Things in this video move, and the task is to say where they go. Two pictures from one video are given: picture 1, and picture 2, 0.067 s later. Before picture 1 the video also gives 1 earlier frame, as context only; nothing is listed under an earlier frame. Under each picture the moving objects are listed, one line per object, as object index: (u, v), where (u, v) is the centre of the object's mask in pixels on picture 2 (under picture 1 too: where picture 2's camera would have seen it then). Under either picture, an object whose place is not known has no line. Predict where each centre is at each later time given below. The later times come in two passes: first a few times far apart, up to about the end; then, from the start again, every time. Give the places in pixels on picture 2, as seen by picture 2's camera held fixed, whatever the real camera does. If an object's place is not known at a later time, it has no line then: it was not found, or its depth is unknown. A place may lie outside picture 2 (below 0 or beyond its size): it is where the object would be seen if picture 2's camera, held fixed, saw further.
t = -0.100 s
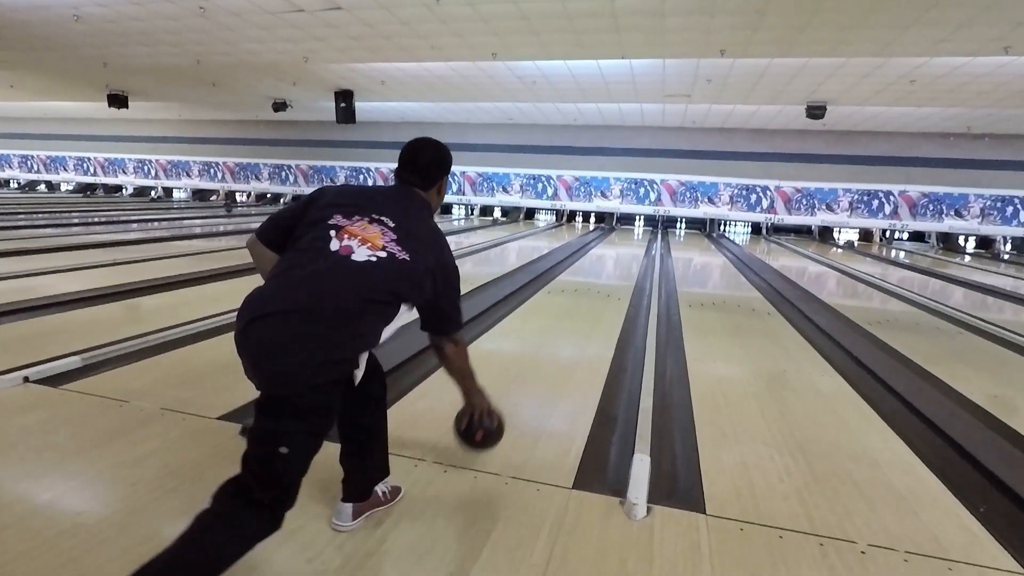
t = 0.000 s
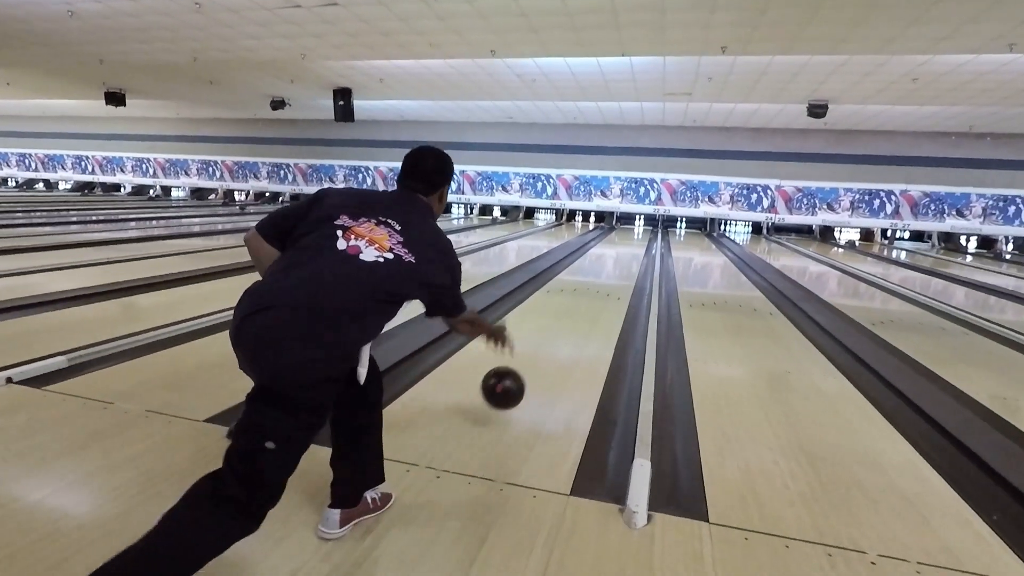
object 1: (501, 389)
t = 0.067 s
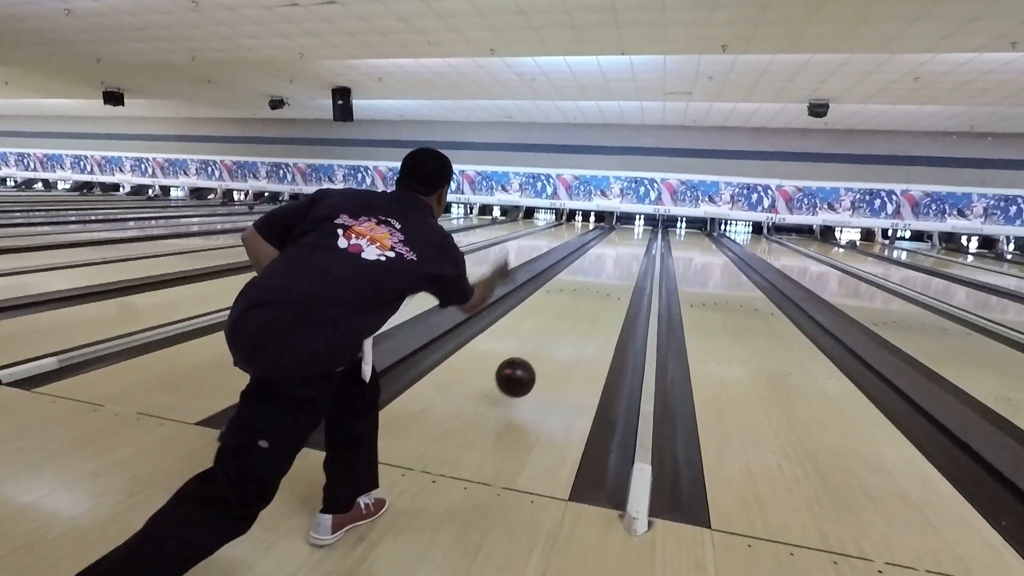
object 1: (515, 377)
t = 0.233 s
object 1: (541, 352)
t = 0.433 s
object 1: (561, 323)
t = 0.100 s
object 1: (521, 375)
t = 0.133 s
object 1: (527, 373)
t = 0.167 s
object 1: (532, 365)
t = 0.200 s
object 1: (536, 359)
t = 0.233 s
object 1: (541, 352)
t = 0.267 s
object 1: (545, 346)
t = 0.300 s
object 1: (549, 341)
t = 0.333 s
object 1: (552, 336)
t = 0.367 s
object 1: (556, 331)
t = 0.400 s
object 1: (559, 327)
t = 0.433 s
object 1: (561, 323)
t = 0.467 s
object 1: (564, 319)
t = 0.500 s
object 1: (567, 316)
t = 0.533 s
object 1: (569, 313)
